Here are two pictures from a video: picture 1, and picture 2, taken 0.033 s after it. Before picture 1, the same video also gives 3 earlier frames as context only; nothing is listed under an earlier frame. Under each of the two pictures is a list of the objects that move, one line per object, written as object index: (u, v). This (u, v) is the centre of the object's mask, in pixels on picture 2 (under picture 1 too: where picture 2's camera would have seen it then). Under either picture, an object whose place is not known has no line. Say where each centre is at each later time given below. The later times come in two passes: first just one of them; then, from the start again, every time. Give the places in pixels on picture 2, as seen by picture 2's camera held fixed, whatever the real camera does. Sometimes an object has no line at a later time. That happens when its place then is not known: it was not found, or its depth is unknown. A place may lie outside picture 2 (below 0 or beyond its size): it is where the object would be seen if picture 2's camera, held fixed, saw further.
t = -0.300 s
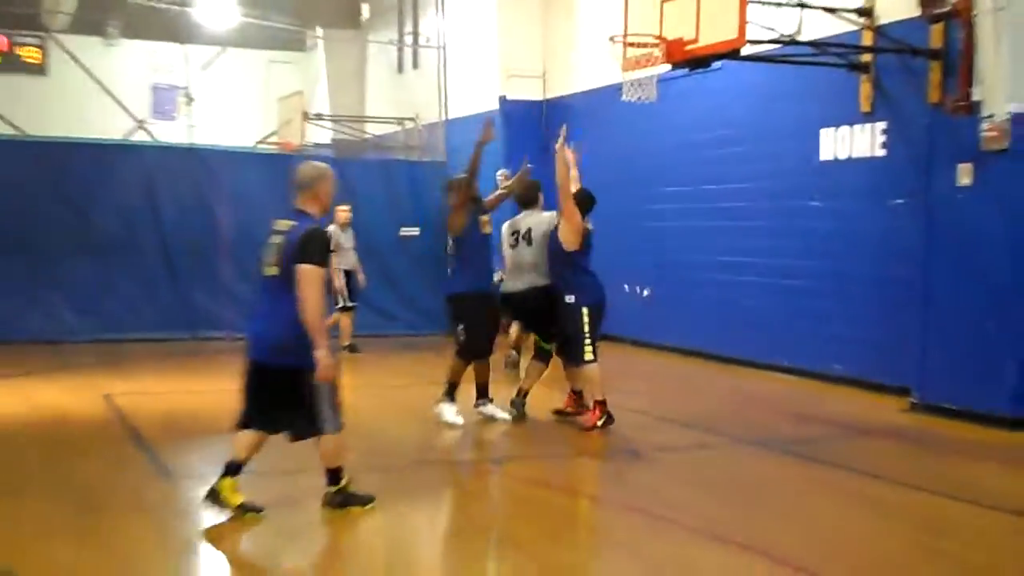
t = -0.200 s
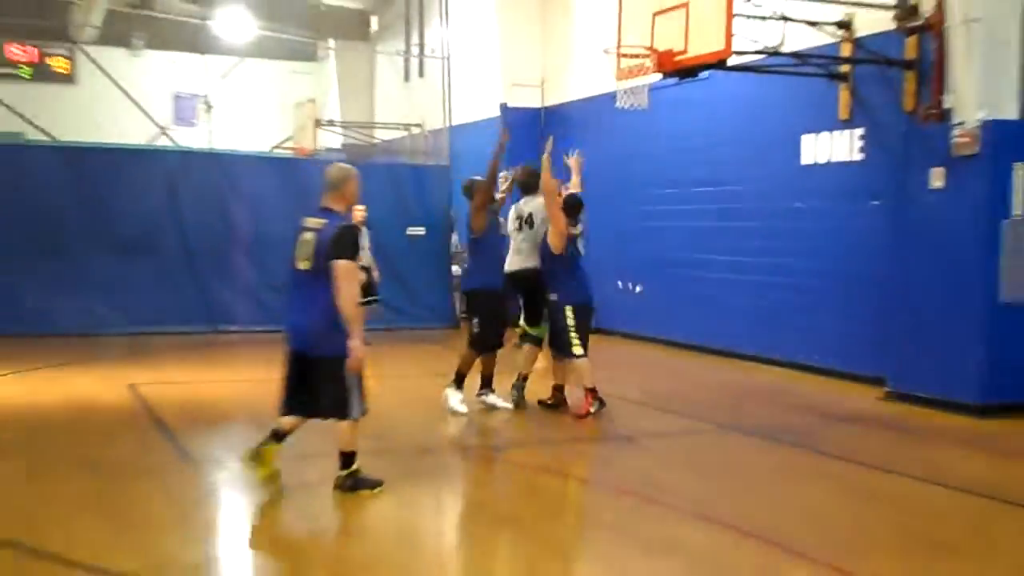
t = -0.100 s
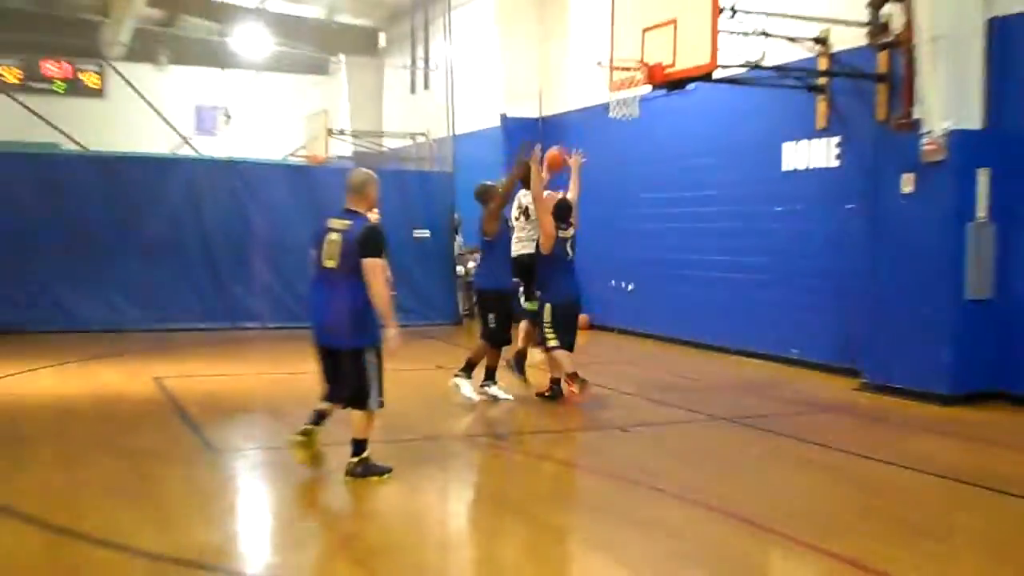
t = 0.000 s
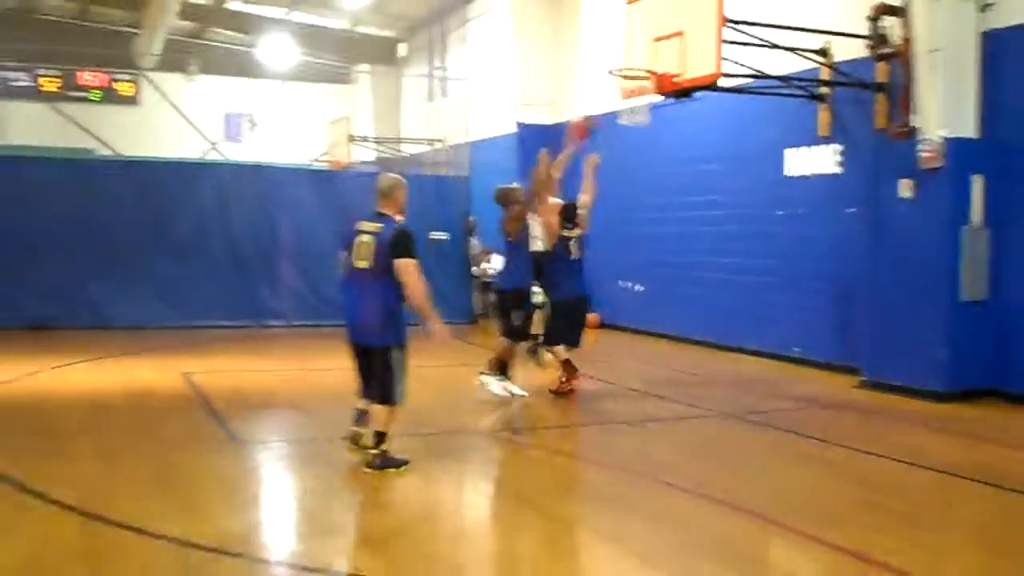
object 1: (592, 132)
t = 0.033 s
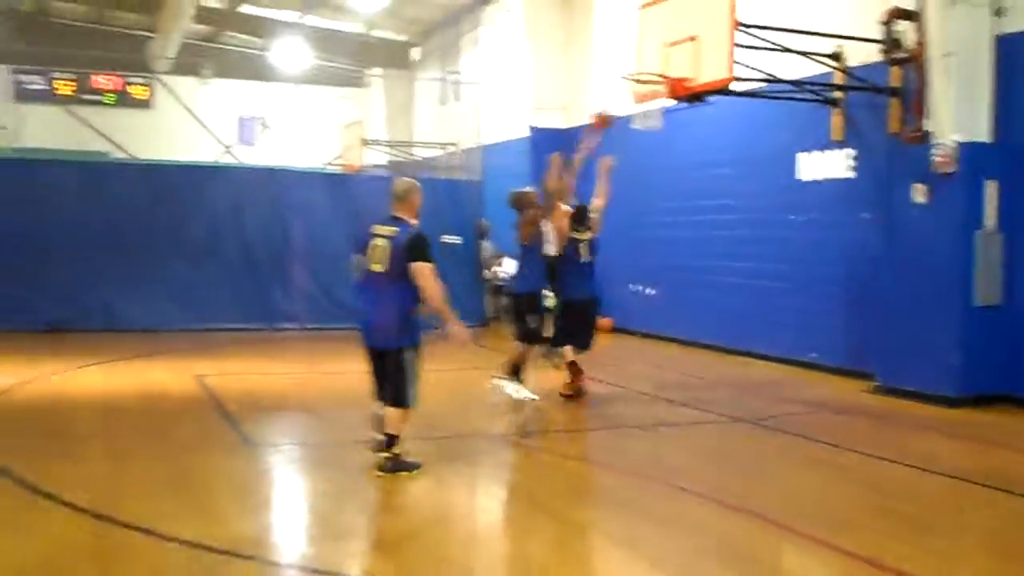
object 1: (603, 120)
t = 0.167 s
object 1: (632, 81)
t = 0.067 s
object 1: (610, 109)
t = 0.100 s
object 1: (616, 98)
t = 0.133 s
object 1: (624, 90)
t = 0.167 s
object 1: (632, 81)
